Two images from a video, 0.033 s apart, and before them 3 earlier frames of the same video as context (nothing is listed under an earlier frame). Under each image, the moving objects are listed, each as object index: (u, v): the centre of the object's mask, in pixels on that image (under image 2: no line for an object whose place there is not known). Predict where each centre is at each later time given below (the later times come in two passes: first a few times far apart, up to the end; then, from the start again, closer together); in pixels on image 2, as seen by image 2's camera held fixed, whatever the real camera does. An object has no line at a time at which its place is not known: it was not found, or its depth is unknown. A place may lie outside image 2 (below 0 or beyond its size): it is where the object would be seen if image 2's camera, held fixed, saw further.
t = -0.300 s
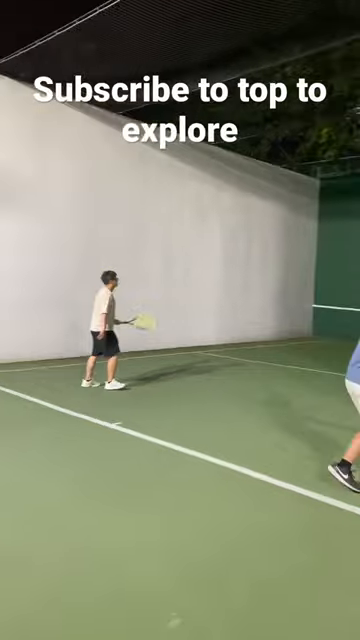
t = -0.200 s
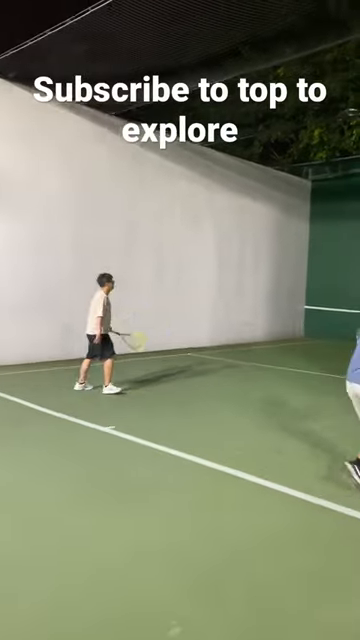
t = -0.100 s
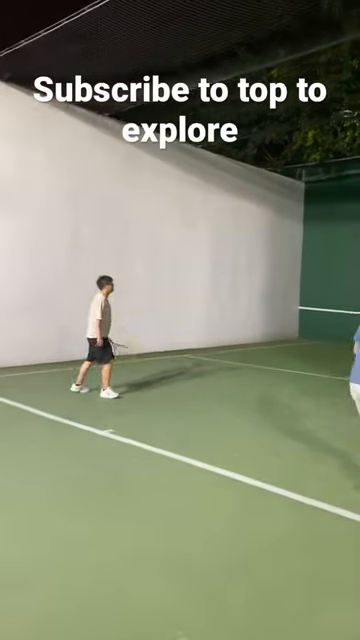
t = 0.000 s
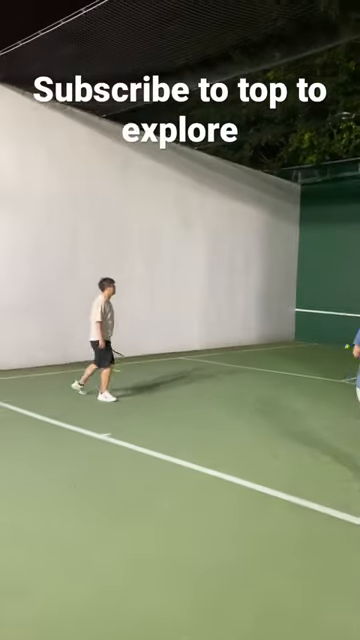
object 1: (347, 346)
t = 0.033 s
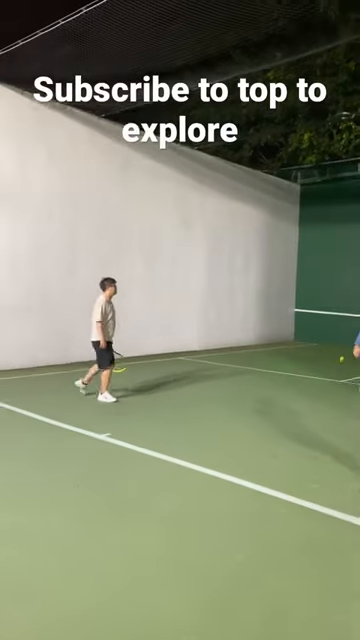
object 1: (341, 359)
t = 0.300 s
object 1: (320, 322)
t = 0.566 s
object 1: (301, 289)
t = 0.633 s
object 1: (296, 287)
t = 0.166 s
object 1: (329, 352)
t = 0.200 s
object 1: (327, 345)
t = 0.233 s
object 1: (325, 337)
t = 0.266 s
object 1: (322, 329)
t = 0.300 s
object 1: (320, 322)
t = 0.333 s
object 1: (318, 316)
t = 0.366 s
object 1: (315, 311)
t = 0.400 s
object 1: (313, 306)
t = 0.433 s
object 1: (311, 300)
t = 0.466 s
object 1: (309, 297)
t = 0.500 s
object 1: (306, 293)
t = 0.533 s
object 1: (304, 290)
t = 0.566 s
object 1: (301, 289)
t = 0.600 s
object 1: (299, 287)
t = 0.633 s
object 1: (296, 287)
